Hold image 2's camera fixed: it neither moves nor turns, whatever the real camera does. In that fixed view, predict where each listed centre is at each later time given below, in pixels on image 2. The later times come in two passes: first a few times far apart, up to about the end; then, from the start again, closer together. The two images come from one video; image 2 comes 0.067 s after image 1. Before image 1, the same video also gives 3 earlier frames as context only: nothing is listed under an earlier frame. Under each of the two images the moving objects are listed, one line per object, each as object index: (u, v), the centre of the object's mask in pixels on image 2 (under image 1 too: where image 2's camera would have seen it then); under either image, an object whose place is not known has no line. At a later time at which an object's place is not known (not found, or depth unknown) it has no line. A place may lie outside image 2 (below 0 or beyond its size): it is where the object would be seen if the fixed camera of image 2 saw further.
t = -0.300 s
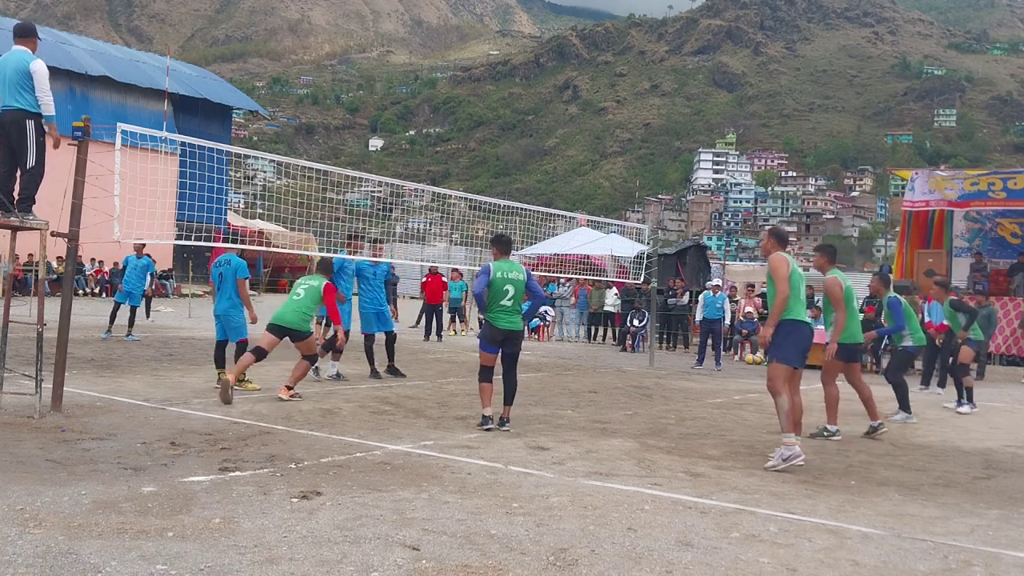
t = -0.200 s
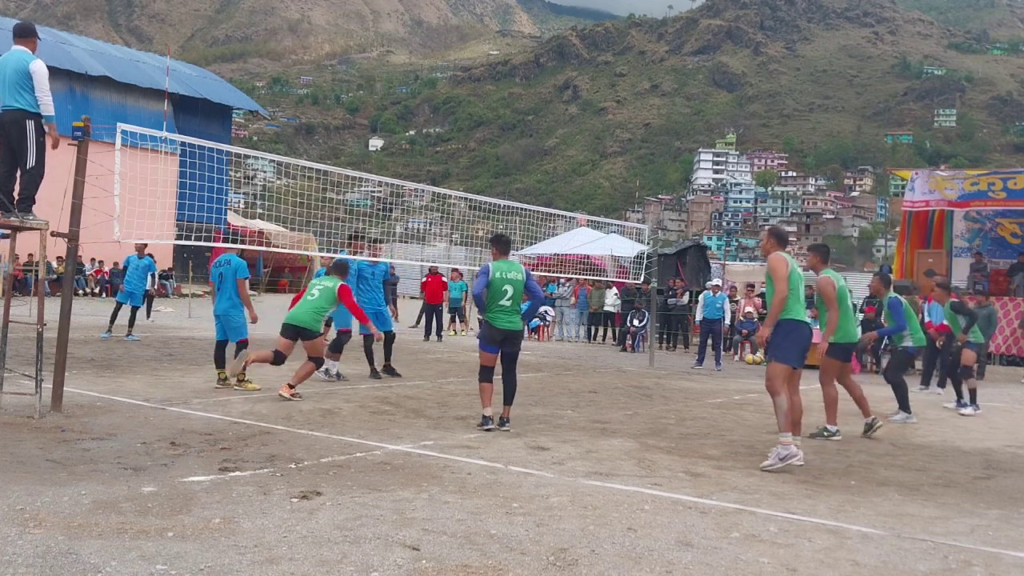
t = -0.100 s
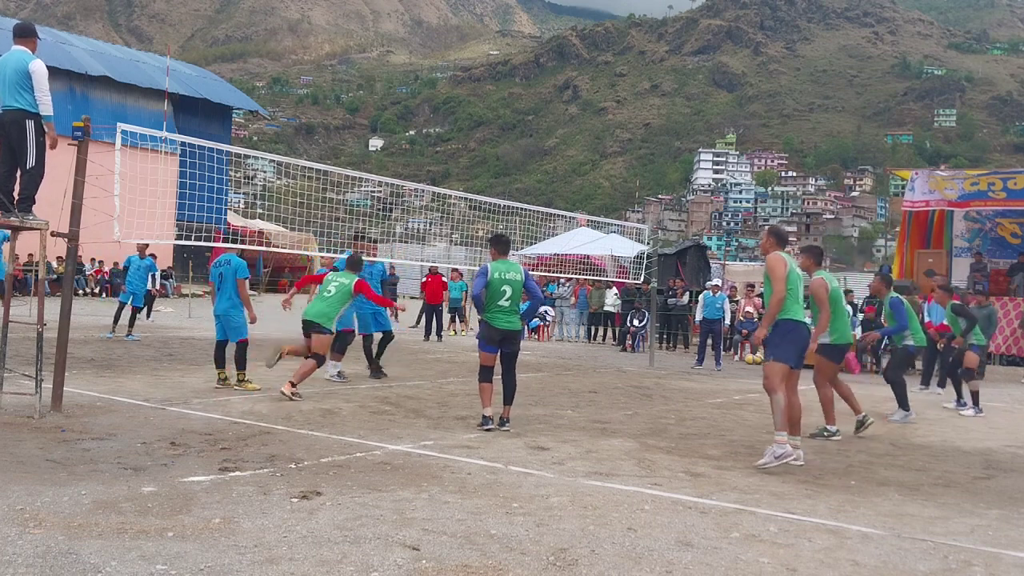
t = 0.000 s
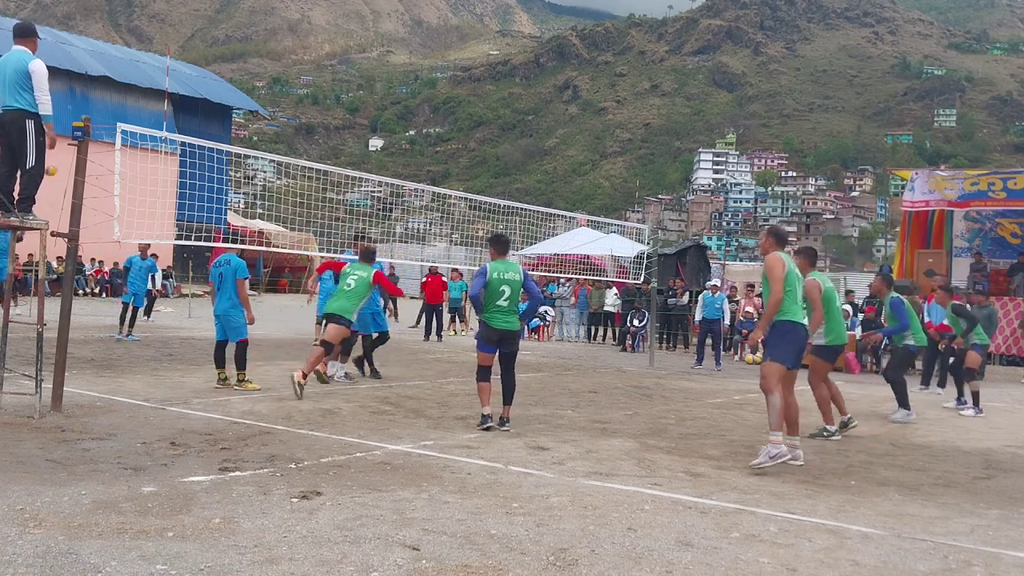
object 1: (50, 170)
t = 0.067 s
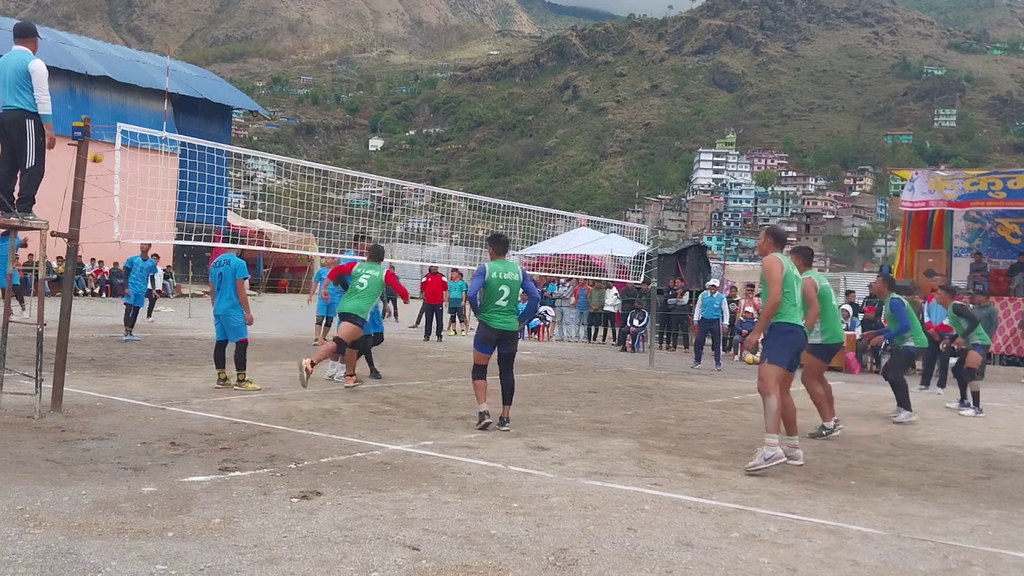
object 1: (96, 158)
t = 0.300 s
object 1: (274, 132)
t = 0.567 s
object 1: (509, 145)
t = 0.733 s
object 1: (671, 180)
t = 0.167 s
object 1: (168, 142)
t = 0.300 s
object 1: (274, 132)
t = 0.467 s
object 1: (418, 135)
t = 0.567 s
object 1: (509, 145)
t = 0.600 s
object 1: (540, 150)
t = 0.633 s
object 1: (571, 156)
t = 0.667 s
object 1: (604, 163)
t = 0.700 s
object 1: (637, 171)
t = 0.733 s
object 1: (671, 180)
